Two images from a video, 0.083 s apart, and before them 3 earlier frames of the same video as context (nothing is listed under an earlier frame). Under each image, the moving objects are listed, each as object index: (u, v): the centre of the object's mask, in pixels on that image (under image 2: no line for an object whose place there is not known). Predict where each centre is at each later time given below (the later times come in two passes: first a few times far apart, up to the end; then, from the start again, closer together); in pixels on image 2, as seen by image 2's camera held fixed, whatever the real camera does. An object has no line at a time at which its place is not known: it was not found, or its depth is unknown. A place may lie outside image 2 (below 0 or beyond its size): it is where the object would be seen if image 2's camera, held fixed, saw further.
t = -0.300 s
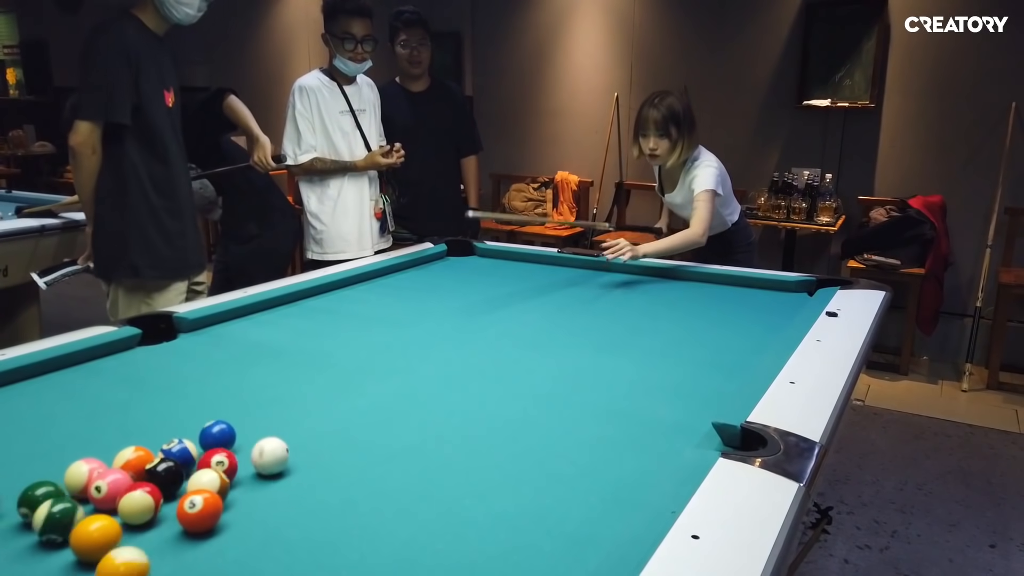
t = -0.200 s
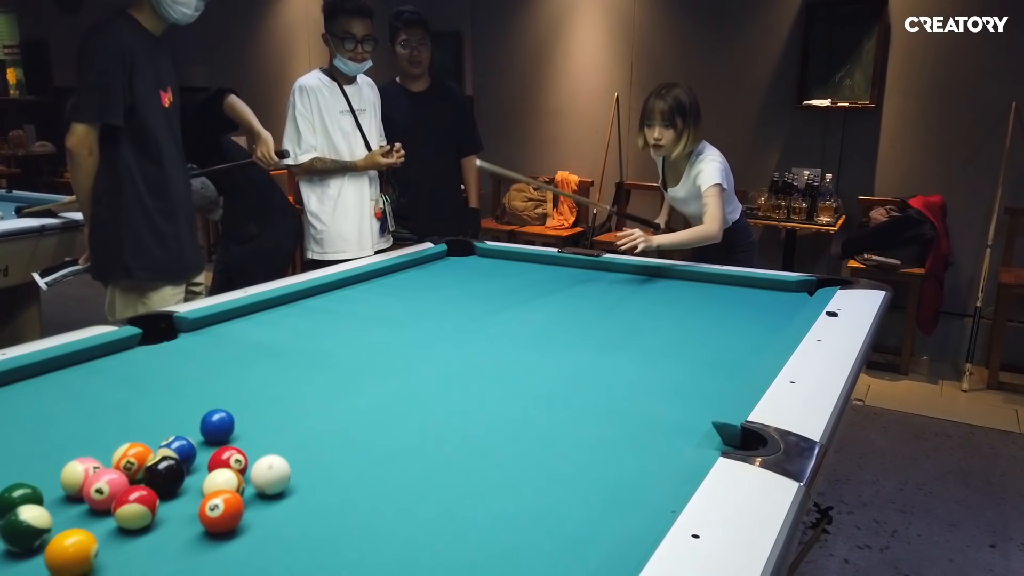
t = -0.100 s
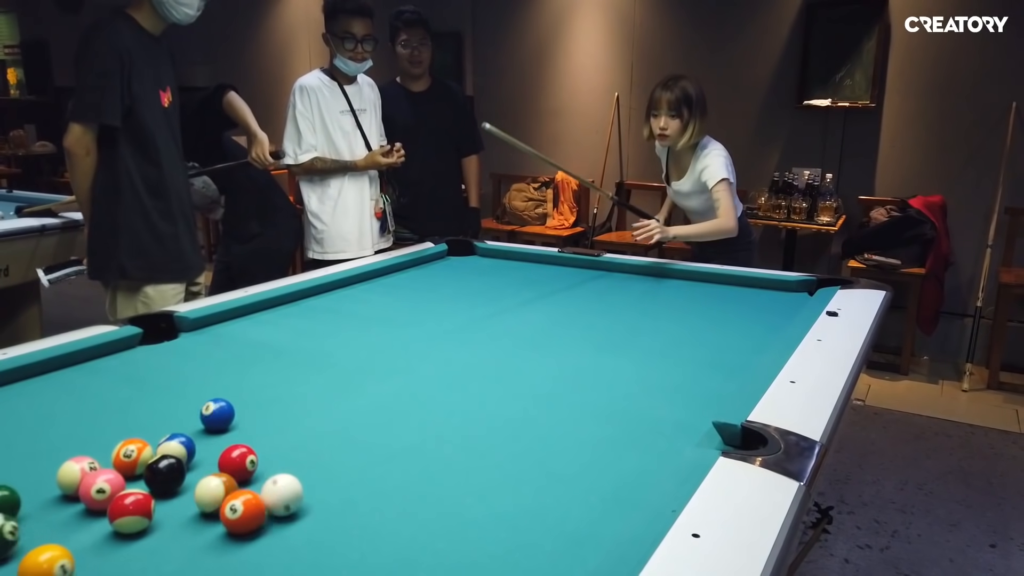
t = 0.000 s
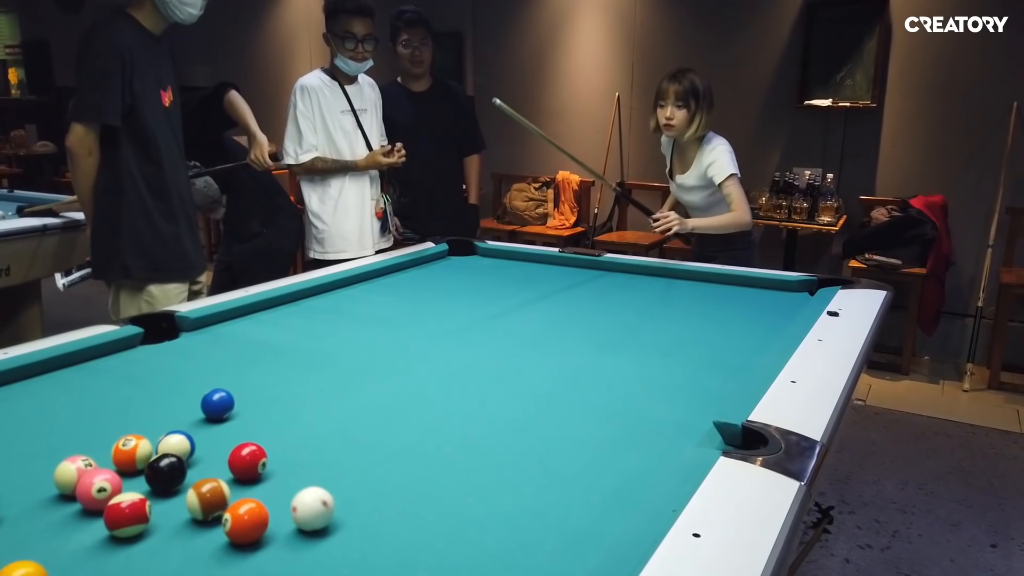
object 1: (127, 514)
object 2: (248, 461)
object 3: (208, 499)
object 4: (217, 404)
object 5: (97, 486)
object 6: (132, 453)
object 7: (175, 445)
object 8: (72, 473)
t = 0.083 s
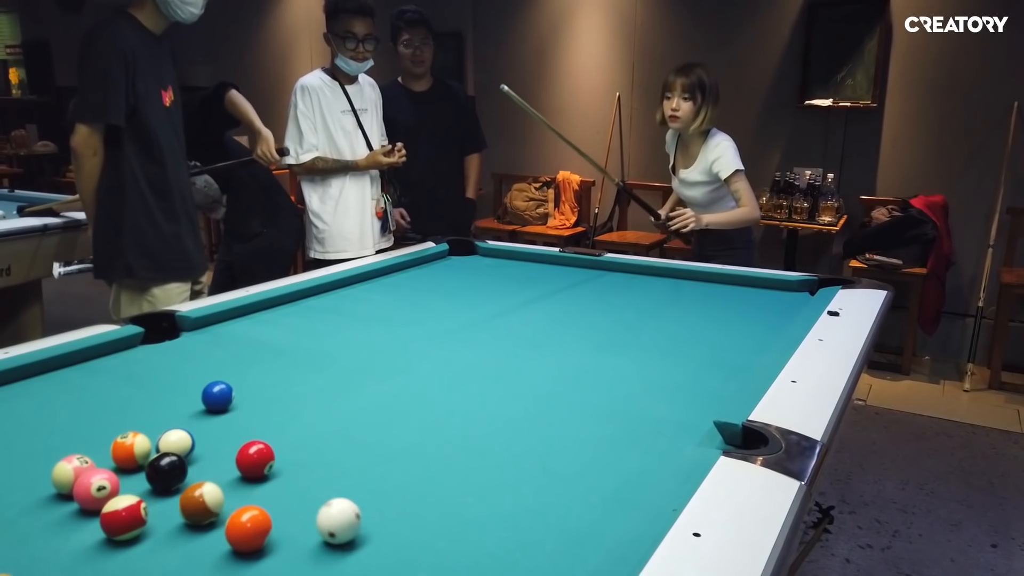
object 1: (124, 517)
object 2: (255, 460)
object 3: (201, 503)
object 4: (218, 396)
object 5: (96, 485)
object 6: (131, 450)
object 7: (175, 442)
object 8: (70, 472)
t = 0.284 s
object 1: (114, 525)
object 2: (270, 456)
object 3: (183, 515)
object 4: (216, 380)
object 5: (90, 488)
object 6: (127, 445)
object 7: (172, 437)
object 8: (64, 472)
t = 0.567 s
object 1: (103, 536)
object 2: (289, 454)
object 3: (159, 531)
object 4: (215, 360)
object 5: (84, 489)
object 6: (122, 439)
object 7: (171, 436)
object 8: (59, 471)
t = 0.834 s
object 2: (303, 451)
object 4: (214, 344)
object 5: (82, 490)
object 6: (115, 436)
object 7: (170, 435)
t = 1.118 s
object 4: (213, 330)
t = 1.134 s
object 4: (213, 329)
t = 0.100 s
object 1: (123, 518)
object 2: (257, 459)
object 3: (200, 504)
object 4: (217, 395)
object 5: (95, 486)
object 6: (131, 450)
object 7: (175, 442)
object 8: (69, 472)
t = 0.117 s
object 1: (122, 518)
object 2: (258, 459)
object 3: (198, 505)
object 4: (217, 393)
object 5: (95, 485)
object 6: (130, 449)
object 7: (175, 441)
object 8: (69, 472)
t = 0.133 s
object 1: (121, 519)
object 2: (259, 459)
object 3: (197, 506)
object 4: (217, 392)
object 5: (95, 486)
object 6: (130, 449)
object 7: (175, 441)
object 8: (68, 472)
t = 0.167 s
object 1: (120, 520)
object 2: (262, 458)
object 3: (194, 508)
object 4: (217, 389)
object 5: (94, 486)
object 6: (130, 448)
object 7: (174, 440)
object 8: (67, 472)
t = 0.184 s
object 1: (119, 521)
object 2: (263, 458)
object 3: (192, 510)
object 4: (217, 388)
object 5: (93, 487)
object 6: (129, 448)
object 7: (174, 439)
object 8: (67, 472)
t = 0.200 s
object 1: (118, 522)
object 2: (264, 458)
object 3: (191, 510)
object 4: (217, 387)
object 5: (93, 487)
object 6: (129, 447)
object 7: (174, 439)
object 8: (66, 472)
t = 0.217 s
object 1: (118, 522)
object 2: (266, 457)
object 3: (189, 511)
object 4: (217, 385)
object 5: (92, 487)
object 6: (129, 447)
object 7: (173, 438)
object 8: (66, 472)
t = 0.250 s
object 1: (116, 524)
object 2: (268, 457)
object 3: (186, 513)
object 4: (217, 382)
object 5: (91, 487)
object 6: (128, 446)
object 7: (173, 438)
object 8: (65, 472)
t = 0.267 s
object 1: (115, 525)
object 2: (269, 457)
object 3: (185, 514)
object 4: (216, 381)
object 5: (91, 488)
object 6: (127, 445)
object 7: (172, 437)
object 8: (65, 472)
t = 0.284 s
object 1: (114, 525)
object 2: (270, 456)
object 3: (183, 515)
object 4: (216, 380)
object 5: (90, 488)
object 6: (127, 445)
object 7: (172, 437)
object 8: (64, 472)
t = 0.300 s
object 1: (114, 526)
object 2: (272, 456)
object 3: (182, 516)
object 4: (216, 378)
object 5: (90, 488)
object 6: (127, 444)
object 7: (171, 437)
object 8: (64, 472)
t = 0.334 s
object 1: (113, 527)
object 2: (274, 456)
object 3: (179, 518)
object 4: (216, 376)
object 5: (89, 488)
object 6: (127, 444)
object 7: (173, 438)
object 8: (63, 472)
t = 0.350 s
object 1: (112, 528)
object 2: (275, 456)
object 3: (177, 519)
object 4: (216, 375)
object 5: (89, 488)
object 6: (126, 444)
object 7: (172, 438)
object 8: (63, 472)
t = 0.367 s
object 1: (111, 529)
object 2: (276, 456)
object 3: (175, 520)
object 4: (216, 374)
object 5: (89, 488)
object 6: (126, 443)
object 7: (172, 438)
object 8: (62, 471)
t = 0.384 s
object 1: (110, 529)
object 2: (277, 455)
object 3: (174, 521)
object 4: (216, 372)
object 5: (88, 488)
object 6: (125, 443)
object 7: (172, 438)
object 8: (62, 472)
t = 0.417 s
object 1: (109, 531)
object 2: (280, 455)
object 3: (171, 523)
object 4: (216, 370)
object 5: (87, 489)
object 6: (125, 442)
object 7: (172, 437)
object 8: (61, 471)
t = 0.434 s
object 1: (108, 531)
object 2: (281, 455)
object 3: (170, 524)
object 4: (216, 369)
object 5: (87, 489)
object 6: (124, 442)
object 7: (172, 437)
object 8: (61, 472)
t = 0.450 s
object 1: (107, 532)
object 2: (282, 455)
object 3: (168, 524)
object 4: (216, 368)
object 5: (86, 489)
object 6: (124, 442)
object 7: (172, 437)
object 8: (61, 471)
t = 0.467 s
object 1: (107, 532)
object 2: (283, 455)
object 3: (167, 525)
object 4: (216, 366)
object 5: (86, 489)
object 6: (124, 441)
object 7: (172, 437)
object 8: (60, 471)
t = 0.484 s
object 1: (106, 533)
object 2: (284, 454)
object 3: (165, 526)
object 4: (215, 365)
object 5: (85, 489)
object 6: (124, 441)
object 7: (171, 437)
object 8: (60, 471)
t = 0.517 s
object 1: (105, 534)
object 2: (286, 454)
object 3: (163, 528)
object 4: (216, 363)
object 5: (85, 489)
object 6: (123, 440)
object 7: (171, 436)
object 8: (60, 471)
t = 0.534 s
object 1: (104, 535)
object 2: (287, 454)
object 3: (161, 529)
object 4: (216, 362)
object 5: (85, 489)
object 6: (123, 440)
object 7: (171, 436)
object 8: (60, 471)
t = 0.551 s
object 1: (104, 535)
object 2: (288, 454)
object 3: (160, 530)
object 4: (215, 361)
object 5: (84, 489)
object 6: (123, 440)
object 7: (171, 436)
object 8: (59, 471)
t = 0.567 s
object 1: (103, 536)
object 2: (289, 454)
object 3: (159, 531)
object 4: (215, 360)
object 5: (84, 489)
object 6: (122, 439)
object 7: (171, 436)
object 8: (59, 471)
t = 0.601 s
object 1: (102, 537)
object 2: (291, 453)
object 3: (156, 533)
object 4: (215, 357)
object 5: (83, 489)
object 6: (122, 439)
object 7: (171, 436)
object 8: (59, 471)
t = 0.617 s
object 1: (101, 537)
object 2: (292, 453)
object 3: (154, 534)
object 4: (215, 356)
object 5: (83, 489)
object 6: (121, 438)
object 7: (171, 436)
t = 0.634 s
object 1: (101, 538)
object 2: (293, 453)
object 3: (153, 535)
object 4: (215, 355)
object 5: (83, 489)
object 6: (121, 438)
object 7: (170, 436)
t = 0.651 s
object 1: (100, 538)
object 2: (294, 453)
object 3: (151, 536)
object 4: (215, 355)
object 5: (83, 489)
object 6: (120, 438)
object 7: (170, 436)
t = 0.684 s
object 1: (99, 539)
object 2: (296, 452)
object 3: (149, 538)
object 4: (215, 353)
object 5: (82, 489)
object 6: (119, 438)
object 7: (170, 435)
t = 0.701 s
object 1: (99, 539)
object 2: (297, 452)
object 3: (147, 539)
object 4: (215, 352)
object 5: (82, 490)
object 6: (119, 437)
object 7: (170, 435)
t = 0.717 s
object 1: (98, 540)
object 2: (297, 452)
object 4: (215, 351)
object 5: (82, 490)
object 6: (119, 437)
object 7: (170, 435)
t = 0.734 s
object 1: (97, 540)
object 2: (298, 452)
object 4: (215, 350)
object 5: (82, 490)
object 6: (118, 437)
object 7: (170, 435)
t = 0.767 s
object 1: (96, 541)
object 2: (300, 451)
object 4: (215, 348)
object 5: (82, 490)
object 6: (117, 436)
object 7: (170, 435)
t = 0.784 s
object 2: (301, 451)
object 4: (214, 347)
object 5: (82, 490)
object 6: (117, 436)
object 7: (170, 435)
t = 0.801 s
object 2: (302, 451)
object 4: (214, 346)
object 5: (82, 490)
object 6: (116, 436)
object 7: (170, 435)
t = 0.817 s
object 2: (302, 451)
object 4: (214, 345)
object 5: (82, 490)
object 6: (116, 436)
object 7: (169, 435)
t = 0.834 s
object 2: (303, 451)
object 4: (214, 344)
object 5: (82, 490)
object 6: (115, 436)
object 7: (170, 435)
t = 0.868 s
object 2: (305, 451)
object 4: (214, 342)
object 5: (82, 490)
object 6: (114, 435)
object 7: (170, 434)
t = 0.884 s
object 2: (306, 451)
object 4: (214, 341)
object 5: (82, 491)
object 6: (114, 435)
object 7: (169, 434)
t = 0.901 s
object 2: (306, 450)
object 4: (214, 341)
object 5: (82, 491)
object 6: (113, 435)
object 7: (169, 434)
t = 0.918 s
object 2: (307, 450)
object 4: (214, 340)
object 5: (82, 491)
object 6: (113, 435)
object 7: (169, 434)
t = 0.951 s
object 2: (308, 450)
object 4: (214, 338)
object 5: (82, 490)
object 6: (112, 434)
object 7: (169, 434)
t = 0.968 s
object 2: (309, 450)
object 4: (213, 337)
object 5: (82, 491)
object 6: (111, 434)
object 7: (170, 434)
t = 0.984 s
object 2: (310, 450)
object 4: (213, 336)
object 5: (82, 491)
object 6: (111, 434)
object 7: (170, 434)
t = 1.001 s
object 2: (310, 450)
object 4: (213, 335)
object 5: (82, 491)
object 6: (110, 434)
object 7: (170, 434)
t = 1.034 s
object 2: (312, 449)
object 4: (213, 334)
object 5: (82, 491)
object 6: (109, 434)
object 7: (170, 433)
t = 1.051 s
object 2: (312, 449)
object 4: (213, 333)
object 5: (82, 491)
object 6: (109, 434)
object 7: (170, 433)
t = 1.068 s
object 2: (313, 449)
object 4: (213, 332)
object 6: (108, 434)
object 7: (170, 433)
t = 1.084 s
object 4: (213, 332)
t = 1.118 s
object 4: (213, 330)
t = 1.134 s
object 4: (213, 329)
